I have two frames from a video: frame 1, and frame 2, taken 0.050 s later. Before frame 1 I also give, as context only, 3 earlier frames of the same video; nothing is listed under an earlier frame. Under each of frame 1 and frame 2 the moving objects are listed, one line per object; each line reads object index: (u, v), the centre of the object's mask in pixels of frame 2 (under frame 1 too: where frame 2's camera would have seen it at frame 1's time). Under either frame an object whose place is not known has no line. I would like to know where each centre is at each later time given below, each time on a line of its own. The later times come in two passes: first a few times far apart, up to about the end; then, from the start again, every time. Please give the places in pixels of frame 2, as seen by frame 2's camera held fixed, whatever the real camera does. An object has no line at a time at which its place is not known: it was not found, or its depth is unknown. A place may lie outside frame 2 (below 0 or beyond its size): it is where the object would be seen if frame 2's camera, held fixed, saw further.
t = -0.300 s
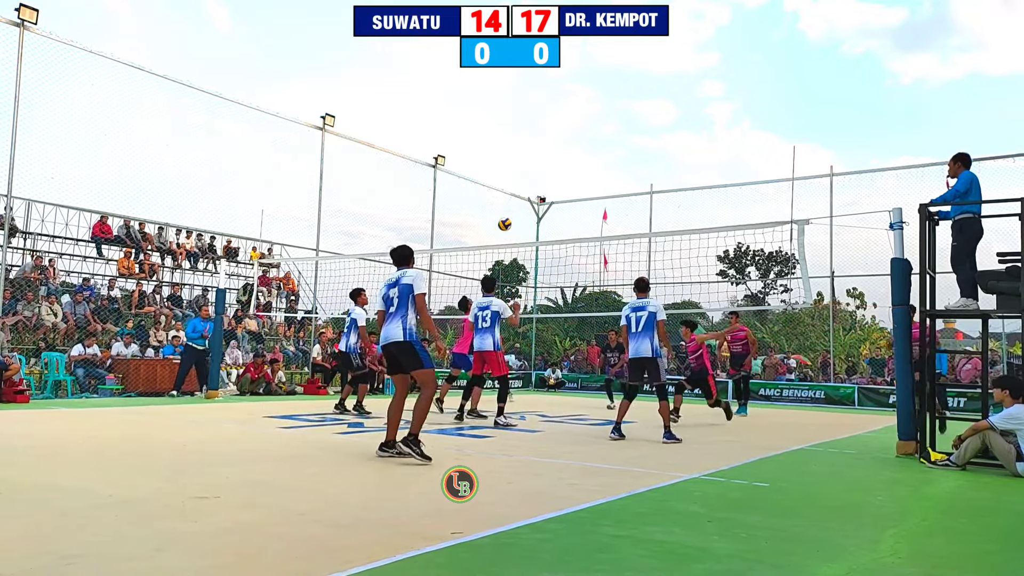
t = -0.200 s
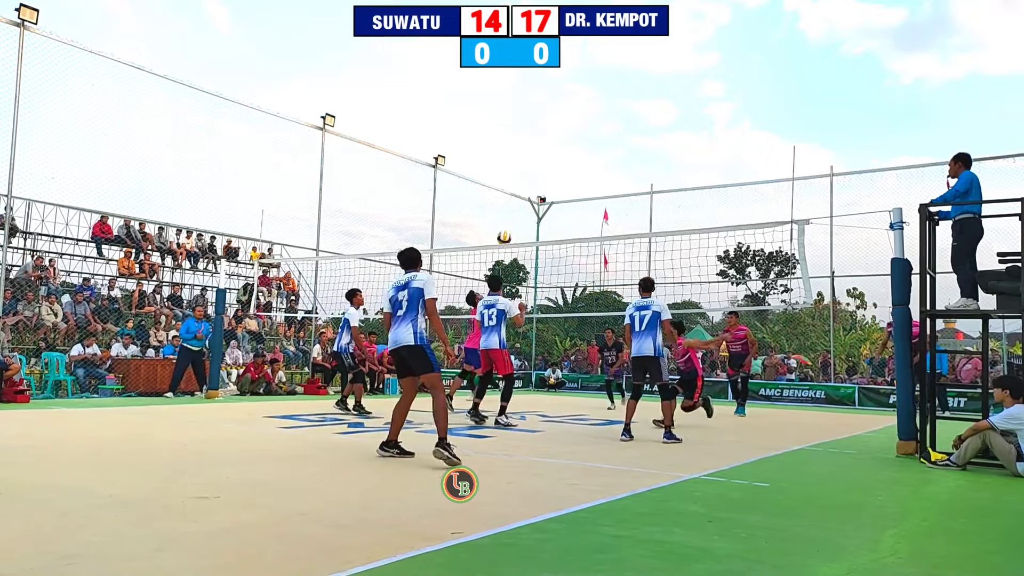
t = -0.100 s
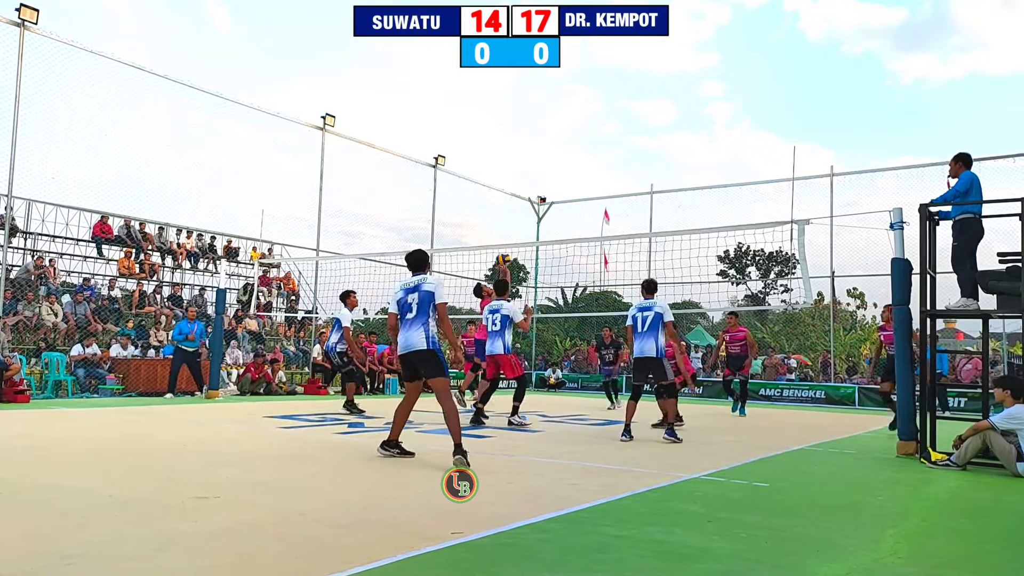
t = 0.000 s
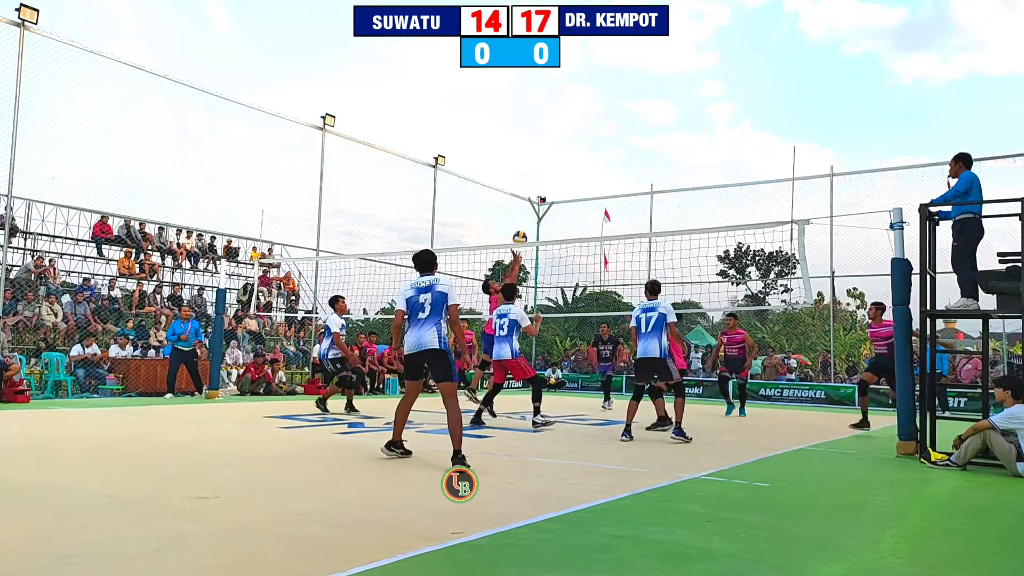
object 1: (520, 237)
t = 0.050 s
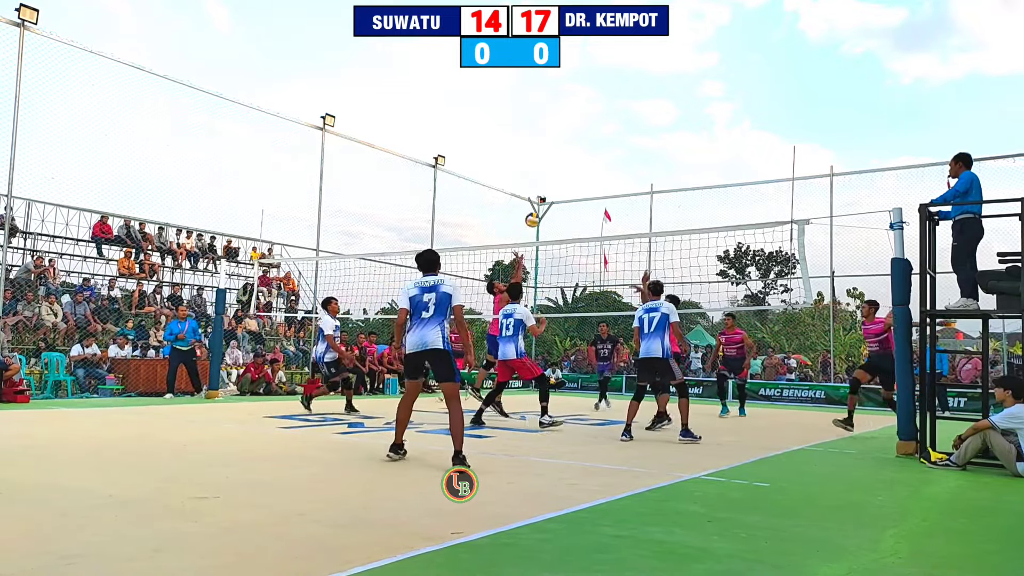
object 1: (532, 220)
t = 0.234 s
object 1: (579, 167)
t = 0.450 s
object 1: (635, 136)
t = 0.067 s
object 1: (536, 214)
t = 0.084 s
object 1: (540, 209)
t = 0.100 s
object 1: (545, 203)
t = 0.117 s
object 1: (549, 198)
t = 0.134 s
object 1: (554, 193)
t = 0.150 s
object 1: (558, 188)
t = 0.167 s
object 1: (561, 184)
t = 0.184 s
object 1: (566, 179)
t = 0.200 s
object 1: (570, 175)
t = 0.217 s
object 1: (575, 171)
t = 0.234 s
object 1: (579, 167)
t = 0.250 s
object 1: (583, 164)
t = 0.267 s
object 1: (588, 160)
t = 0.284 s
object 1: (592, 157)
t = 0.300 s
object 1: (596, 154)
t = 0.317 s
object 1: (600, 151)
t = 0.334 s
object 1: (605, 148)
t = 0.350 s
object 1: (609, 146)
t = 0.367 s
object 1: (613, 144)
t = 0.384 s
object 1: (618, 142)
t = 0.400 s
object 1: (622, 140)
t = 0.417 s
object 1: (627, 138)
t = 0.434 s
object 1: (631, 137)
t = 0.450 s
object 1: (635, 136)
